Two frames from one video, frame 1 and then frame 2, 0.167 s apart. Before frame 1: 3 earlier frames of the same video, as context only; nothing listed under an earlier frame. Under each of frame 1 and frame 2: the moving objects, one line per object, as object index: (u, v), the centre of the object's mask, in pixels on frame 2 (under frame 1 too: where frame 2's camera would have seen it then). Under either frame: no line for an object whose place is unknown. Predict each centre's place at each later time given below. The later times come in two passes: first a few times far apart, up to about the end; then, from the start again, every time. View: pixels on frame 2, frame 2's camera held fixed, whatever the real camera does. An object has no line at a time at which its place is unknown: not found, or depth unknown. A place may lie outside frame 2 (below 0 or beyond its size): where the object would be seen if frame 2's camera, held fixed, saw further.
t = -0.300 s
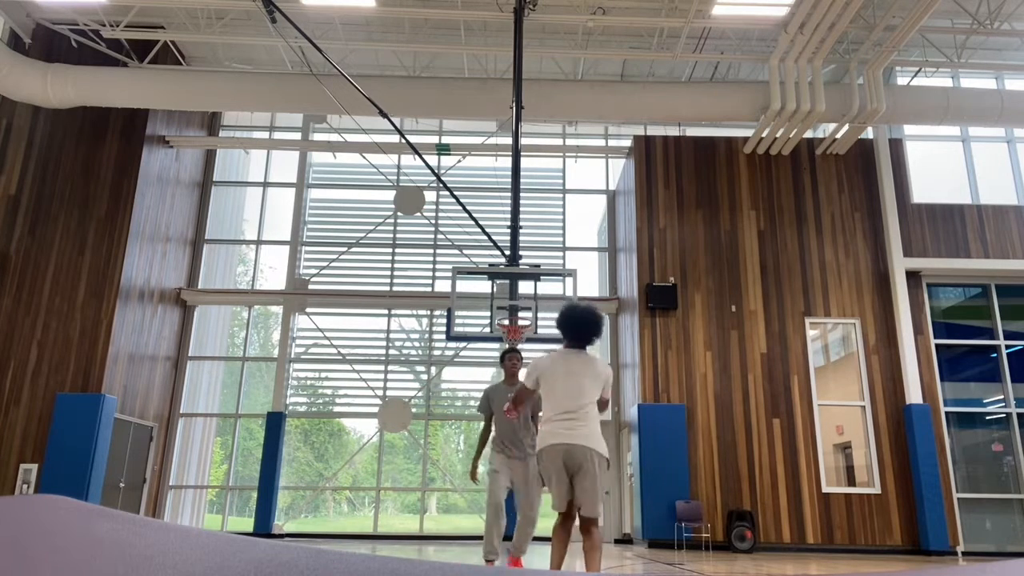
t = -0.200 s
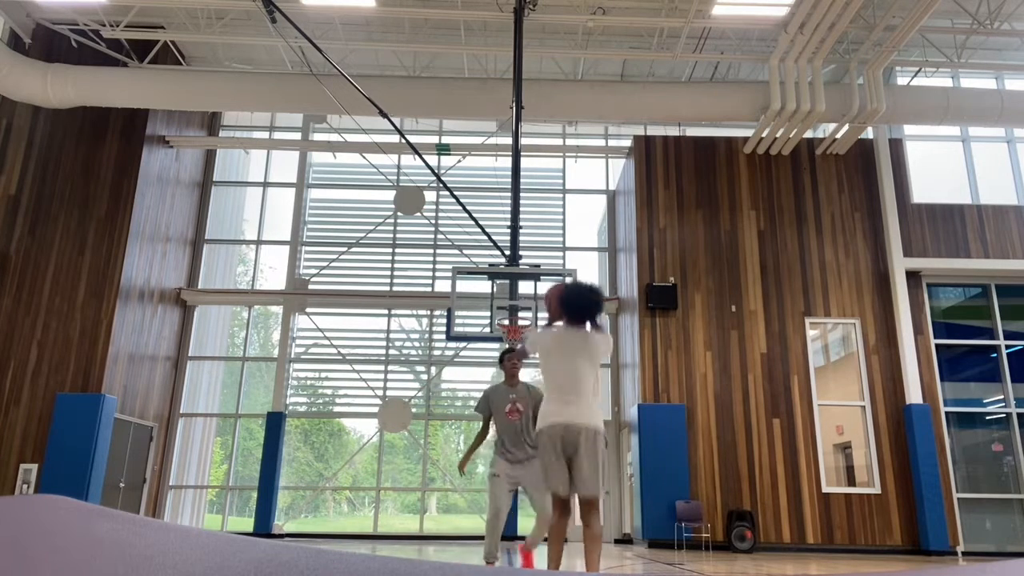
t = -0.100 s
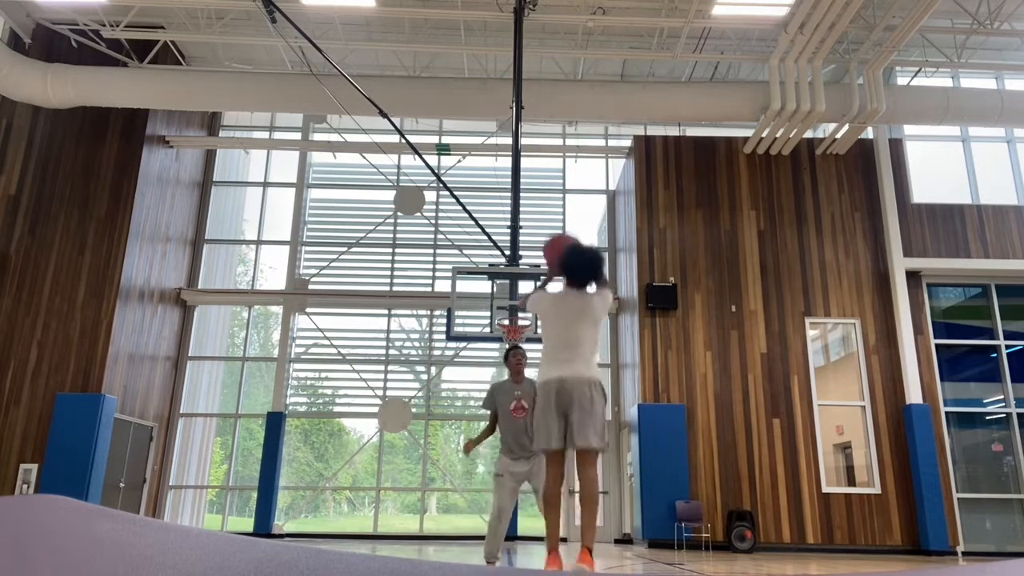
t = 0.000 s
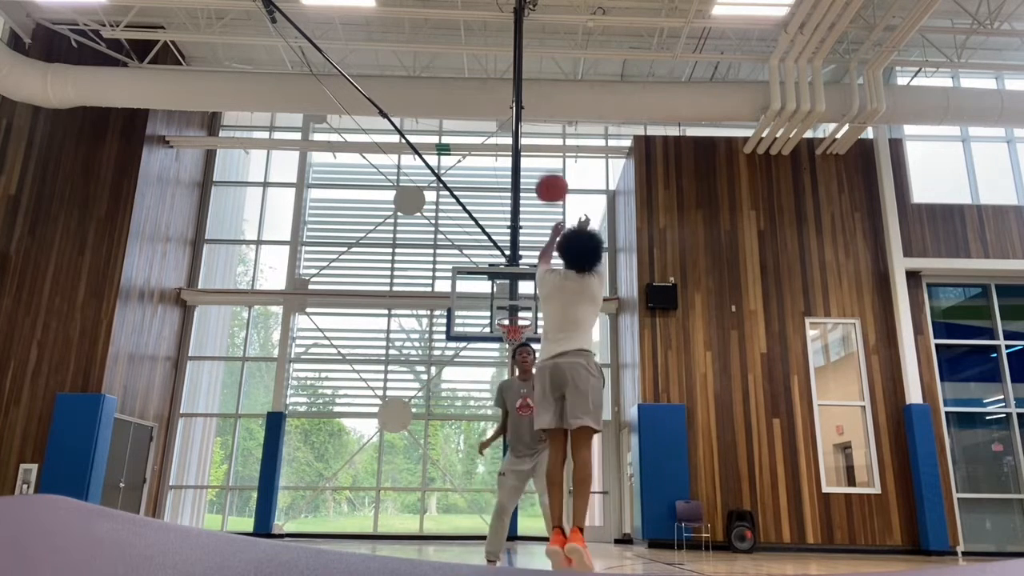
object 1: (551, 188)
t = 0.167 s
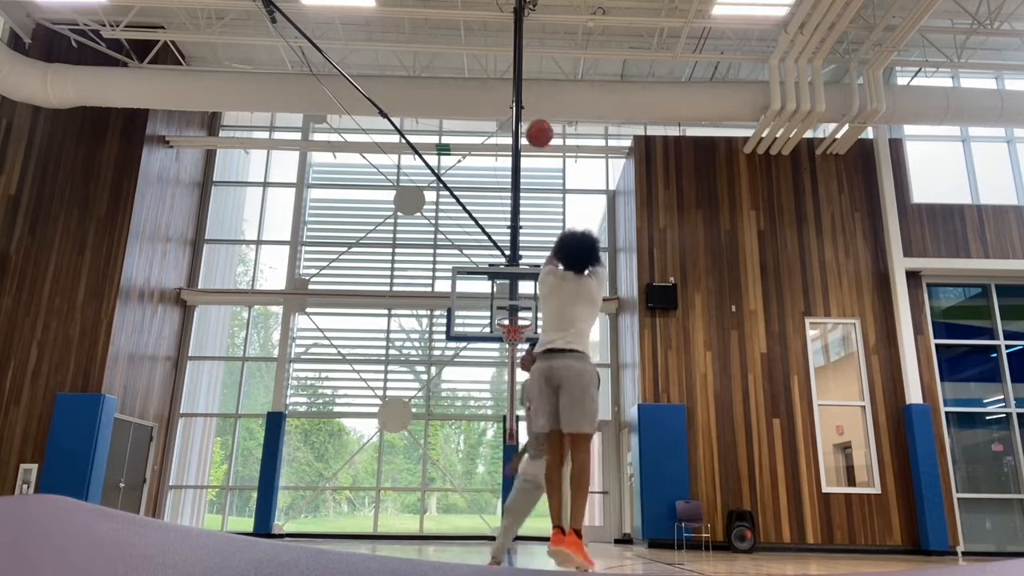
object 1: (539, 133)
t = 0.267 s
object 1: (534, 122)
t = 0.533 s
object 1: (523, 137)
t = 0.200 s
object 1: (537, 128)
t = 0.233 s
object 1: (536, 124)
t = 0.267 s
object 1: (534, 122)
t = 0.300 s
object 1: (532, 120)
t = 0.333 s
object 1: (531, 120)
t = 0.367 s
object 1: (530, 120)
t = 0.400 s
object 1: (528, 122)
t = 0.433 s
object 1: (527, 125)
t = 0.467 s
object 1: (526, 128)
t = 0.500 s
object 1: (525, 132)
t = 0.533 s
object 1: (523, 137)
